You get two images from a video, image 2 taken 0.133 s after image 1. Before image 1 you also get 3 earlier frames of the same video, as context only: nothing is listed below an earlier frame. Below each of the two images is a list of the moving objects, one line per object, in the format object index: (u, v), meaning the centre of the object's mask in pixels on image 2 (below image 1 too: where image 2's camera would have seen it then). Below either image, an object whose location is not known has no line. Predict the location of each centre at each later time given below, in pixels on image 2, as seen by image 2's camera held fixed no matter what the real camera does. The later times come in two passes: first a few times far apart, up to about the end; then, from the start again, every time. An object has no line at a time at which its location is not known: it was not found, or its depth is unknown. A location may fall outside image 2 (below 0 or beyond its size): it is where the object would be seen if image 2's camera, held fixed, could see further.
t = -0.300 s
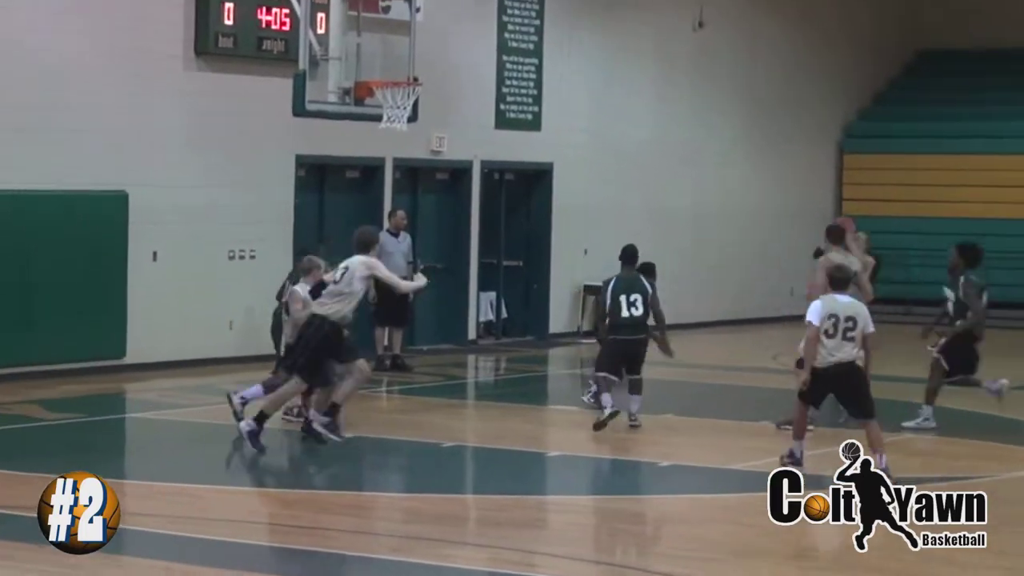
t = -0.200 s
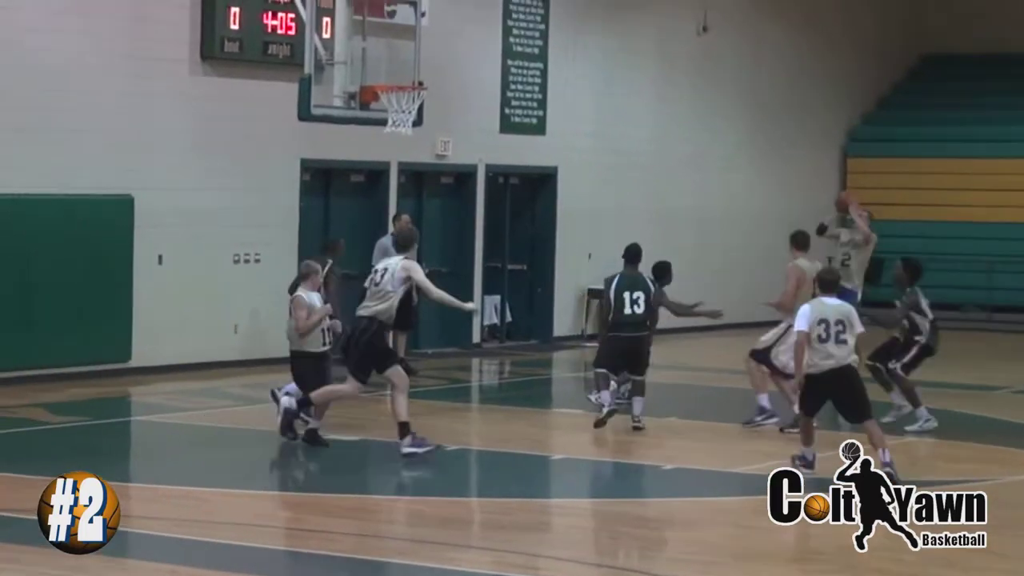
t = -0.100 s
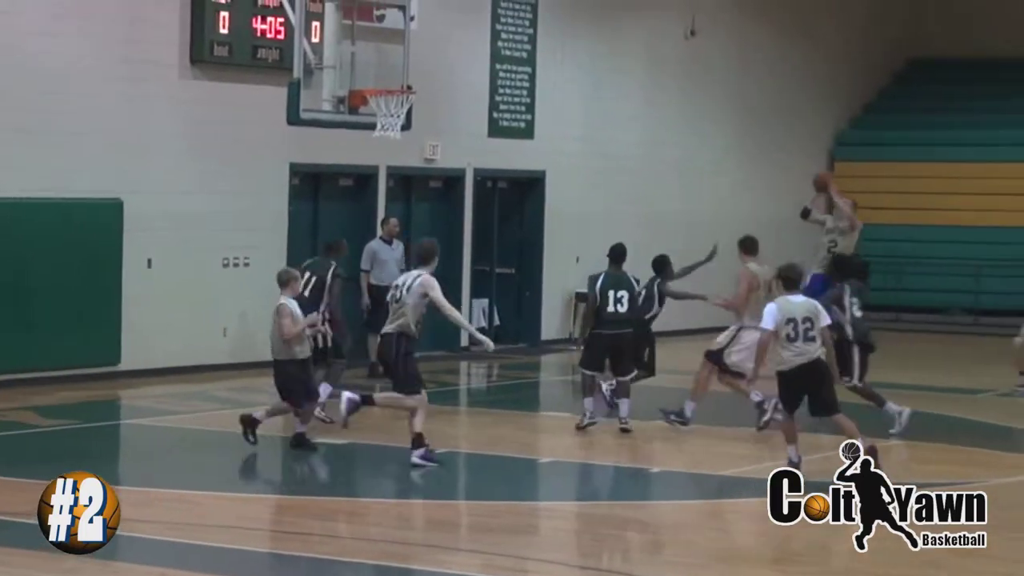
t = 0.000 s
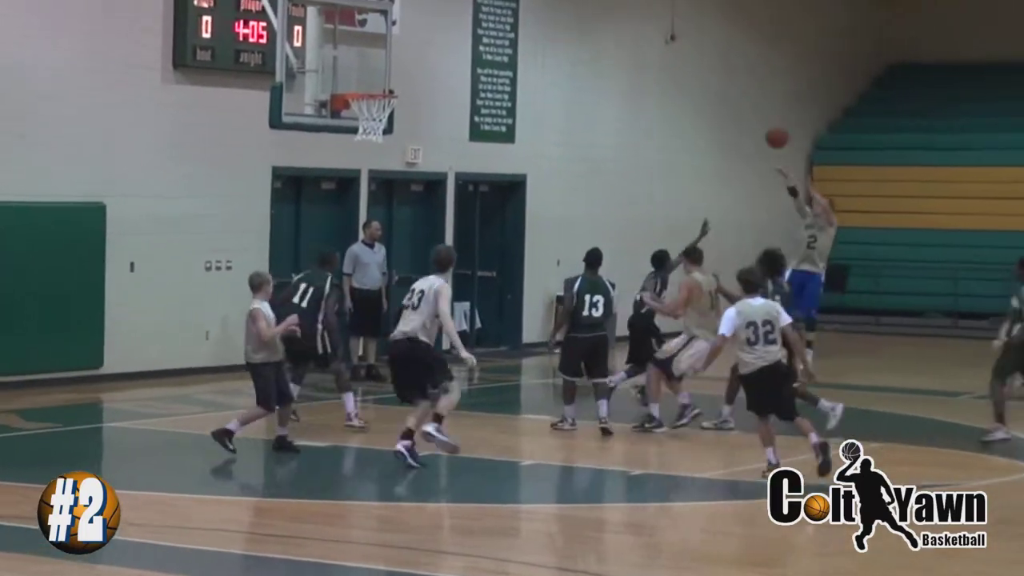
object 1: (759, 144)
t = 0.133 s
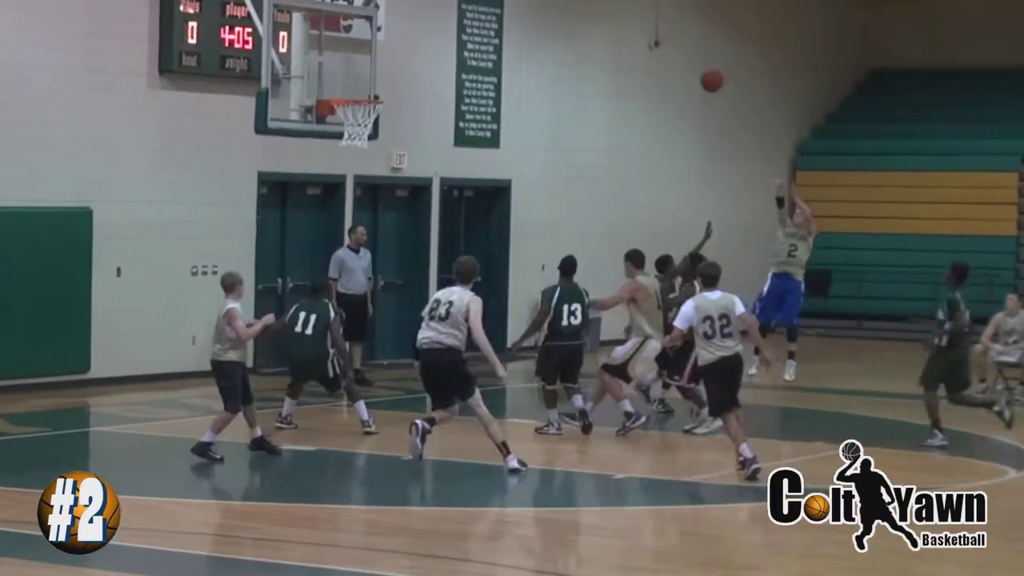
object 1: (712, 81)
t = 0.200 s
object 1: (687, 56)
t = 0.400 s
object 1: (610, 5)
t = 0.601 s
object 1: (530, -7)
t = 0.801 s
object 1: (446, 22)
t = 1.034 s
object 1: (346, 111)
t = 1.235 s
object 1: (334, 127)
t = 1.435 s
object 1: (336, 179)
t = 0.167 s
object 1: (699, 68)
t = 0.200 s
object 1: (687, 56)
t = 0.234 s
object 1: (674, 45)
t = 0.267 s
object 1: (661, 35)
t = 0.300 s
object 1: (650, 29)
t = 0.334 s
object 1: (636, 17)
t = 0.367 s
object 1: (623, 11)
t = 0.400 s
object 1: (610, 5)
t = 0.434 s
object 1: (597, 0)
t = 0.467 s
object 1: (584, -3)
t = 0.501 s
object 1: (570, -5)
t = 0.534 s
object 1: (557, -7)
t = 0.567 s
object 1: (543, -8)
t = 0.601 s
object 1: (530, -7)
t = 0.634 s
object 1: (517, -5)
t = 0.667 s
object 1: (503, -2)
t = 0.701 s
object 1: (490, 2)
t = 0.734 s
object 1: (475, 7)
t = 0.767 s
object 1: (461, 13)
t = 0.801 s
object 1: (446, 22)
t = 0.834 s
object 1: (432, 31)
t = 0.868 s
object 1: (418, 40)
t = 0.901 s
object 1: (403, 51)
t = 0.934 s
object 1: (389, 64)
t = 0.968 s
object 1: (374, 78)
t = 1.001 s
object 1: (359, 90)
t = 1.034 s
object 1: (346, 111)
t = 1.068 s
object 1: (335, 116)
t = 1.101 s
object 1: (333, 123)
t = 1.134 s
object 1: (334, 123)
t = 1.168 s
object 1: (333, 122)
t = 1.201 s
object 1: (333, 121)
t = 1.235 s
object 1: (334, 127)
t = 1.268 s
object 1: (334, 133)
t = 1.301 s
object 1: (334, 141)
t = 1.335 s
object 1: (335, 148)
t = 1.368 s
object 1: (336, 158)
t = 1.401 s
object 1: (336, 168)
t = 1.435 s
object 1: (336, 179)
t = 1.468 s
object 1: (335, 191)
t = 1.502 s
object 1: (336, 205)
